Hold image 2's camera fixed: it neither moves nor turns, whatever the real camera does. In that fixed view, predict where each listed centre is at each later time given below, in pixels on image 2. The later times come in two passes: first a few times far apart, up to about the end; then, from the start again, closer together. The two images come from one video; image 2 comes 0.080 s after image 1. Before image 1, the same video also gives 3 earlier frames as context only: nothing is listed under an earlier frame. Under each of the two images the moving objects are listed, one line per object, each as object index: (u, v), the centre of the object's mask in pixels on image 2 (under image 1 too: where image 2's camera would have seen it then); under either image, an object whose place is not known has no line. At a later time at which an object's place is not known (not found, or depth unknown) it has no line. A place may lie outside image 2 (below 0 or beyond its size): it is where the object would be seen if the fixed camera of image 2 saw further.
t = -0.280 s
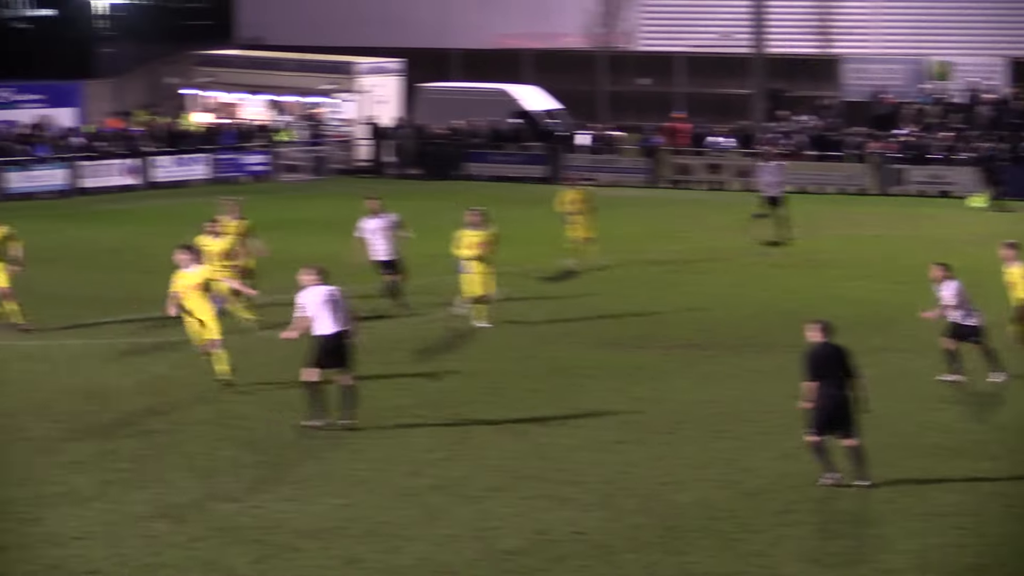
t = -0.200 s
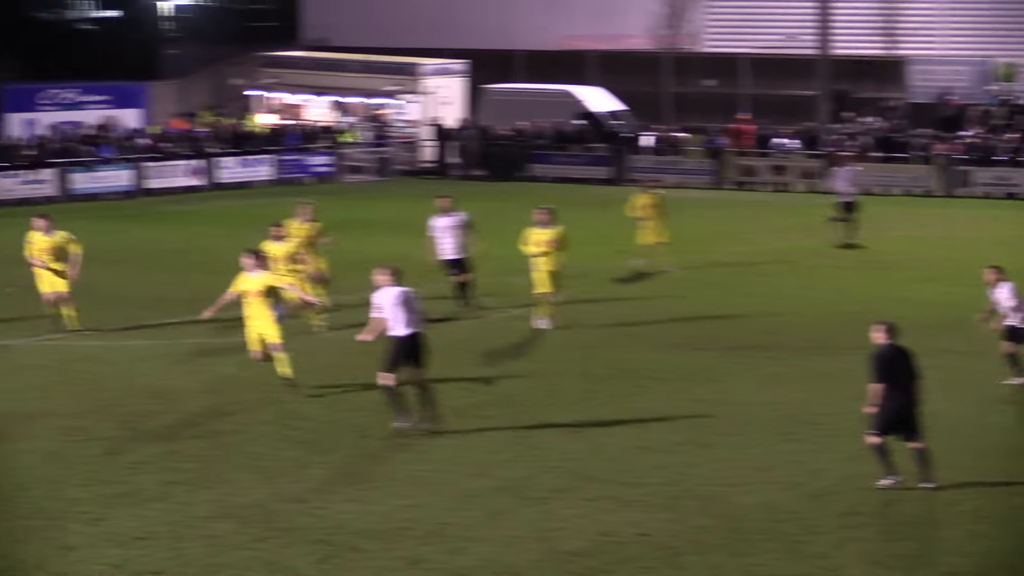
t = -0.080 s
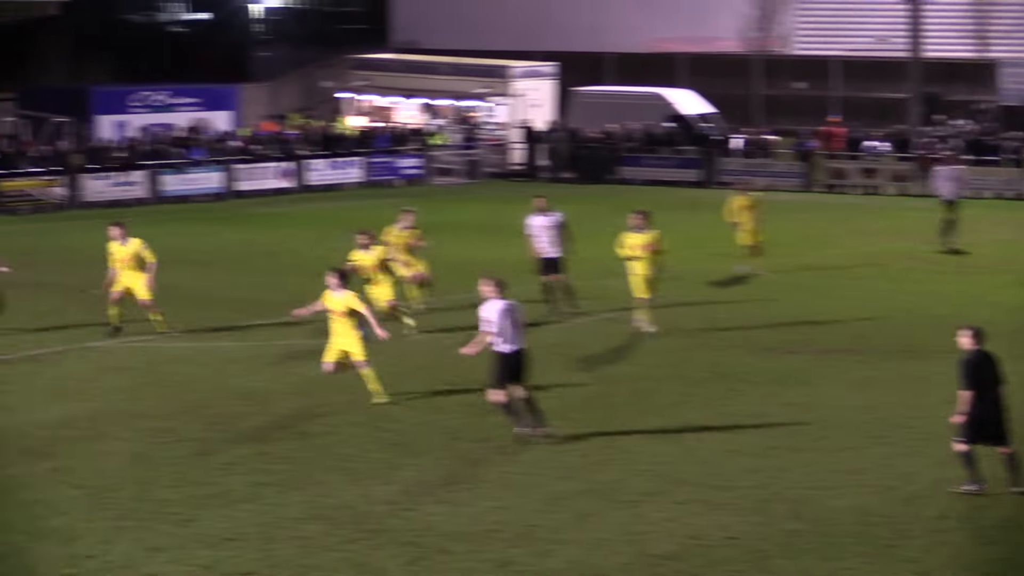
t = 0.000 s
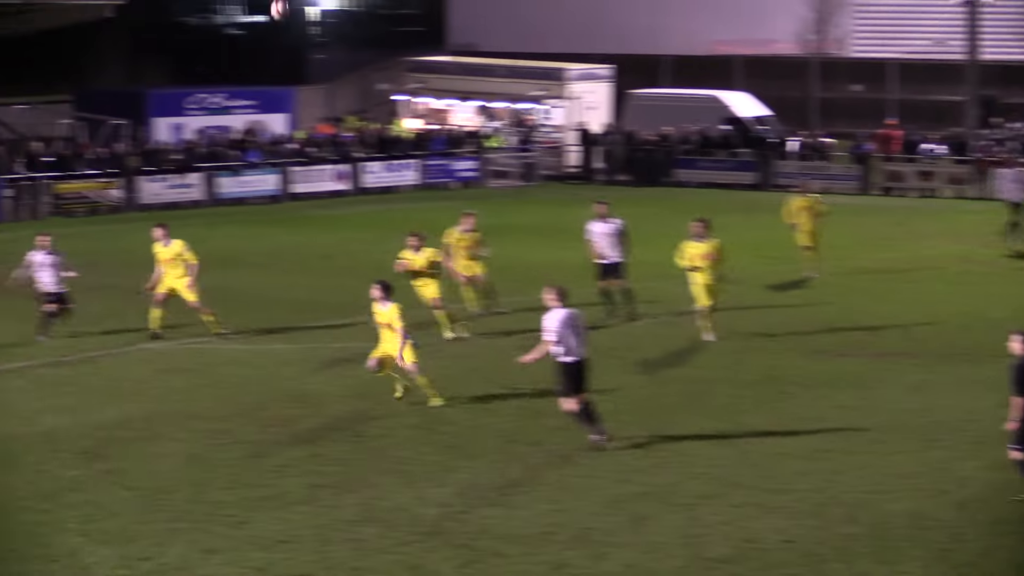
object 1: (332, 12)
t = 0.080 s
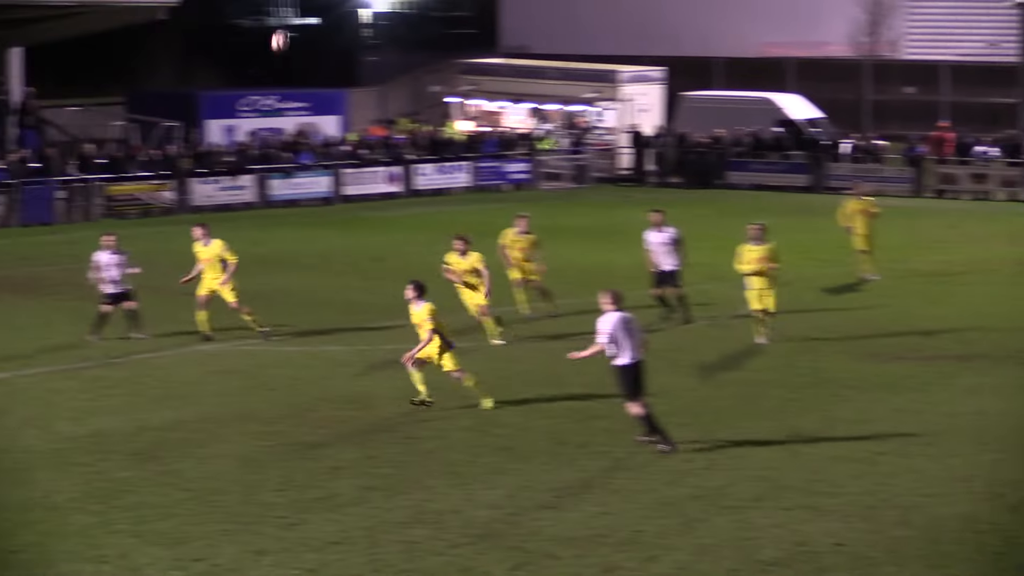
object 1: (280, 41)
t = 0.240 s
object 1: (174, 115)
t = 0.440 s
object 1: (47, 242)
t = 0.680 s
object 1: (-88, 384)
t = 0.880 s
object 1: (-154, 286)
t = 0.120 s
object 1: (254, 57)
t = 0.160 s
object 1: (227, 76)
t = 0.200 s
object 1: (200, 94)
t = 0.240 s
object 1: (174, 115)
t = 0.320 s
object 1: (122, 161)
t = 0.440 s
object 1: (47, 242)
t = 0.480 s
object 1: (22, 271)
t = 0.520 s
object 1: (-3, 302)
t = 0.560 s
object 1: (-28, 334)
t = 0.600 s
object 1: (-52, 368)
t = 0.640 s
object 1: (-76, 401)
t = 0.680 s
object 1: (-88, 384)
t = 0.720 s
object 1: (-102, 363)
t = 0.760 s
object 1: (-115, 342)
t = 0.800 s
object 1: (-129, 322)
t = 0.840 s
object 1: (-141, 304)
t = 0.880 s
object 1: (-154, 286)
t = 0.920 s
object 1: (-168, 268)
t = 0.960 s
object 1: (-181, 253)
